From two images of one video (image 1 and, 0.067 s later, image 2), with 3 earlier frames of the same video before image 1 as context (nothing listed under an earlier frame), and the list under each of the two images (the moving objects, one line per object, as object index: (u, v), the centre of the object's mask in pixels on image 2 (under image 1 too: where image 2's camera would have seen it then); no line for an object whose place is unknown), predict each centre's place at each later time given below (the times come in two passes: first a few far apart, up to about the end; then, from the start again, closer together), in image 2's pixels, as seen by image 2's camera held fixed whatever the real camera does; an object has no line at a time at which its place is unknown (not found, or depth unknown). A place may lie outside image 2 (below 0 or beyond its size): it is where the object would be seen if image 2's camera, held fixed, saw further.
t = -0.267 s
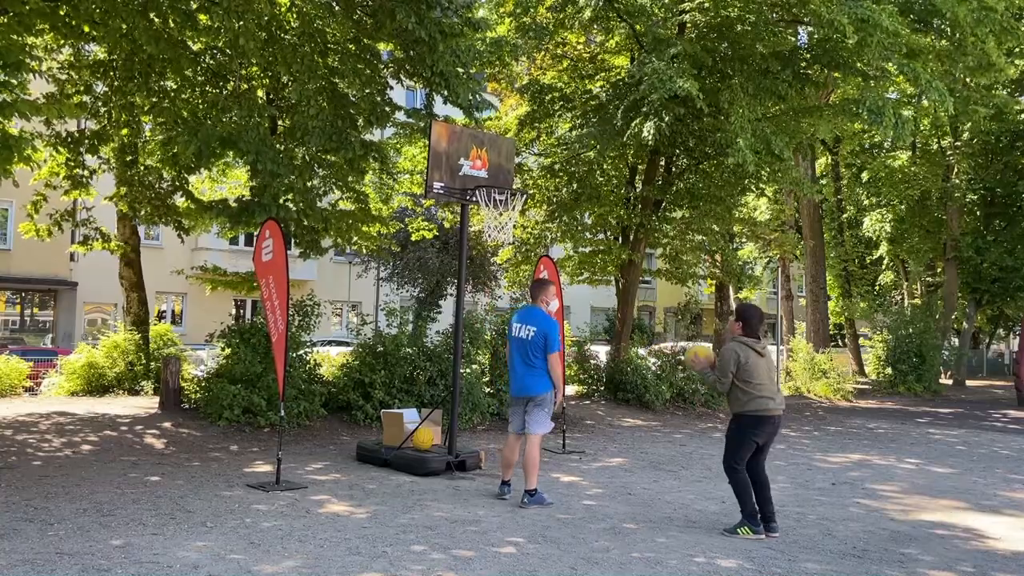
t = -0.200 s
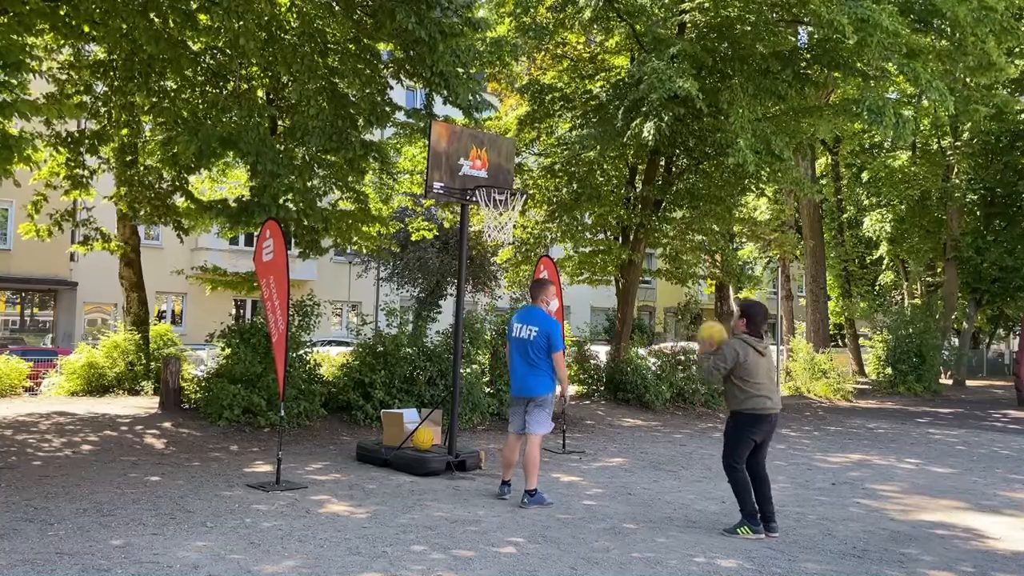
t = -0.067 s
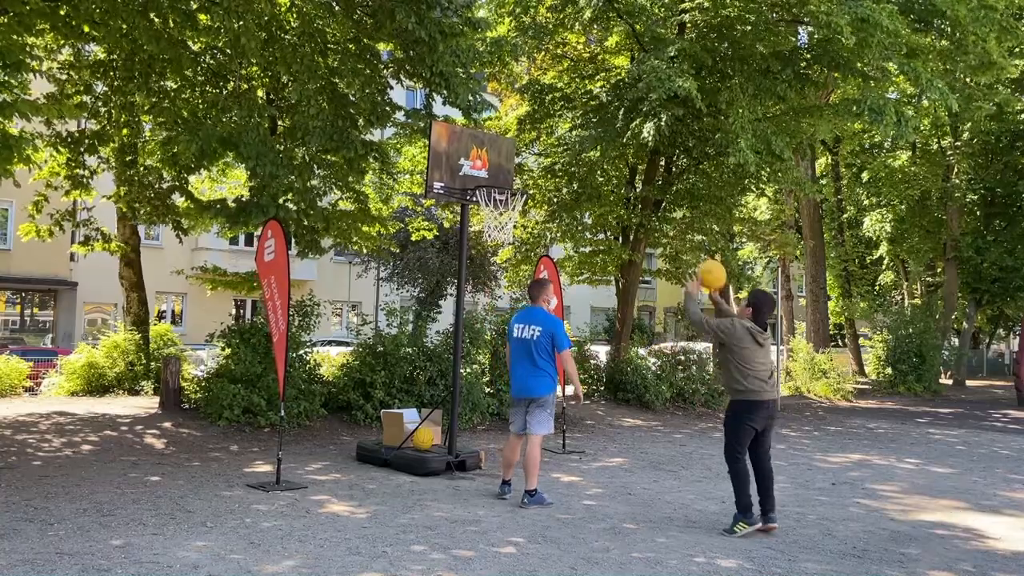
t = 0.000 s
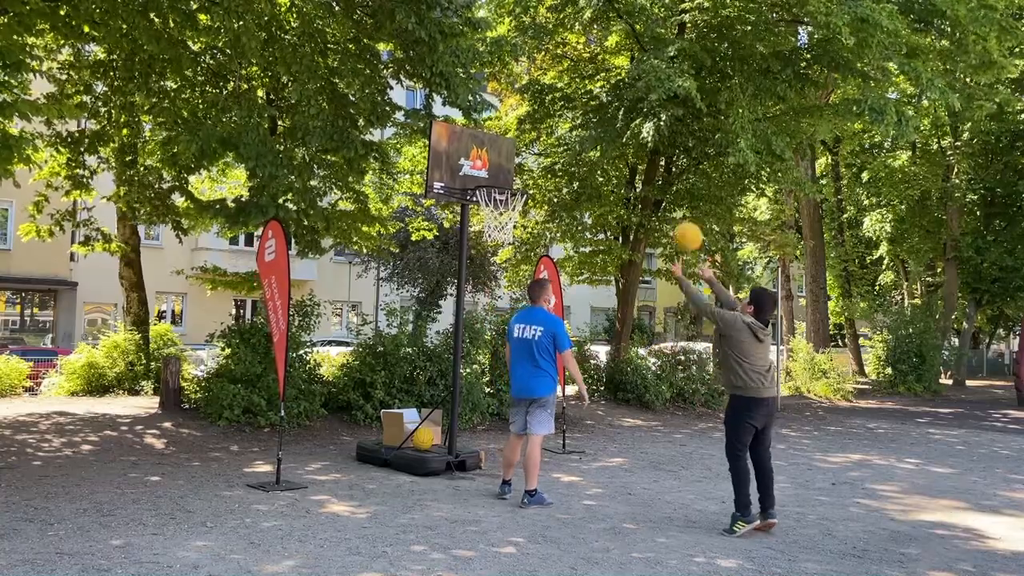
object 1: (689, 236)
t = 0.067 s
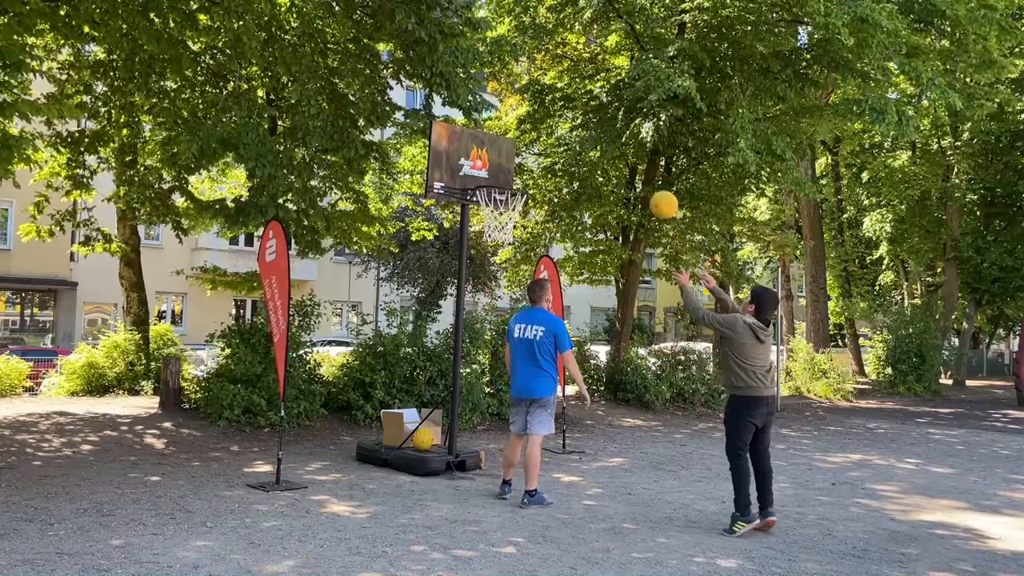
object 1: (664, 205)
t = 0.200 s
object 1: (620, 161)
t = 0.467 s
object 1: (542, 145)
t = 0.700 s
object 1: (495, 179)
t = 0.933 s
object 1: (526, 157)
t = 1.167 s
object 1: (553, 187)
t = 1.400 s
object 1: (577, 267)
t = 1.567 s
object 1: (590, 352)
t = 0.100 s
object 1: (652, 191)
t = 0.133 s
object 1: (641, 179)
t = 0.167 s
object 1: (630, 169)
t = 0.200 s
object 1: (620, 161)
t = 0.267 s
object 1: (600, 149)
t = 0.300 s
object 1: (590, 145)
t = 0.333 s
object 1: (581, 142)
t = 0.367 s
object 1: (571, 141)
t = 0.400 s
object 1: (561, 141)
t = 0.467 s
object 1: (542, 145)
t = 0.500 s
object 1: (533, 149)
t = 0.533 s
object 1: (525, 153)
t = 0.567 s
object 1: (516, 158)
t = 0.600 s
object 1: (508, 165)
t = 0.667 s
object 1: (491, 180)
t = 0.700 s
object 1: (495, 179)
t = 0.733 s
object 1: (500, 174)
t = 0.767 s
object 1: (504, 167)
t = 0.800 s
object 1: (509, 163)
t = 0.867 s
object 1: (517, 158)
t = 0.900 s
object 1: (521, 157)
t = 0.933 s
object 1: (526, 157)
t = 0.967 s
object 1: (529, 159)
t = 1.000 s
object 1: (532, 160)
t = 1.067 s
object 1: (542, 168)
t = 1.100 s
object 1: (546, 172)
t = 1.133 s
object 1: (550, 180)
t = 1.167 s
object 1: (553, 187)
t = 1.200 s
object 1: (557, 195)
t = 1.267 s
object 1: (564, 216)
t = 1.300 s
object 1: (568, 227)
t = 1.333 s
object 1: (571, 240)
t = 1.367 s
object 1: (573, 253)
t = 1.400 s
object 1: (577, 267)
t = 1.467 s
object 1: (582, 299)
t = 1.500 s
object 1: (586, 316)
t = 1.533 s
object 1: (588, 333)
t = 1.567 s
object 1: (590, 352)
